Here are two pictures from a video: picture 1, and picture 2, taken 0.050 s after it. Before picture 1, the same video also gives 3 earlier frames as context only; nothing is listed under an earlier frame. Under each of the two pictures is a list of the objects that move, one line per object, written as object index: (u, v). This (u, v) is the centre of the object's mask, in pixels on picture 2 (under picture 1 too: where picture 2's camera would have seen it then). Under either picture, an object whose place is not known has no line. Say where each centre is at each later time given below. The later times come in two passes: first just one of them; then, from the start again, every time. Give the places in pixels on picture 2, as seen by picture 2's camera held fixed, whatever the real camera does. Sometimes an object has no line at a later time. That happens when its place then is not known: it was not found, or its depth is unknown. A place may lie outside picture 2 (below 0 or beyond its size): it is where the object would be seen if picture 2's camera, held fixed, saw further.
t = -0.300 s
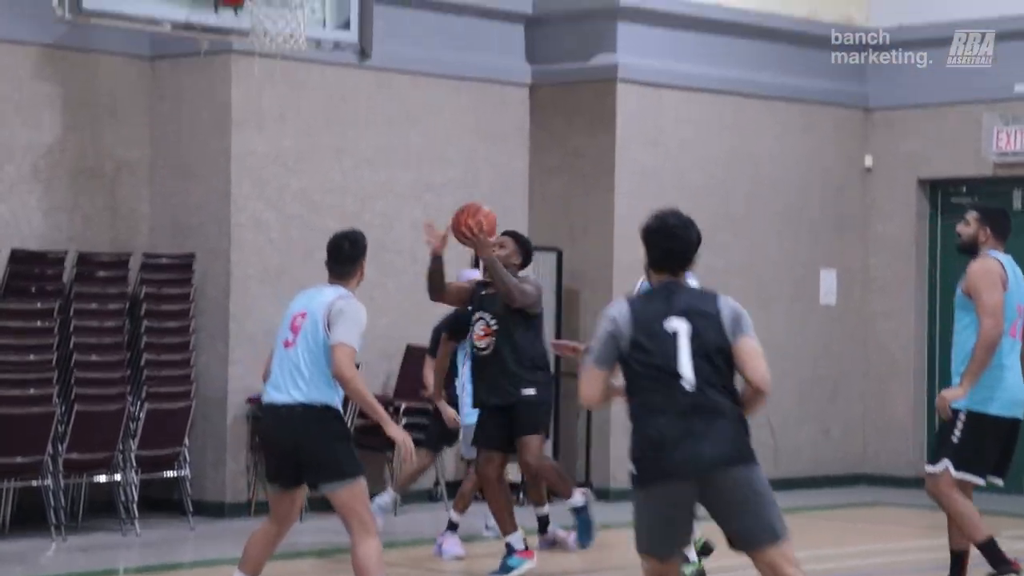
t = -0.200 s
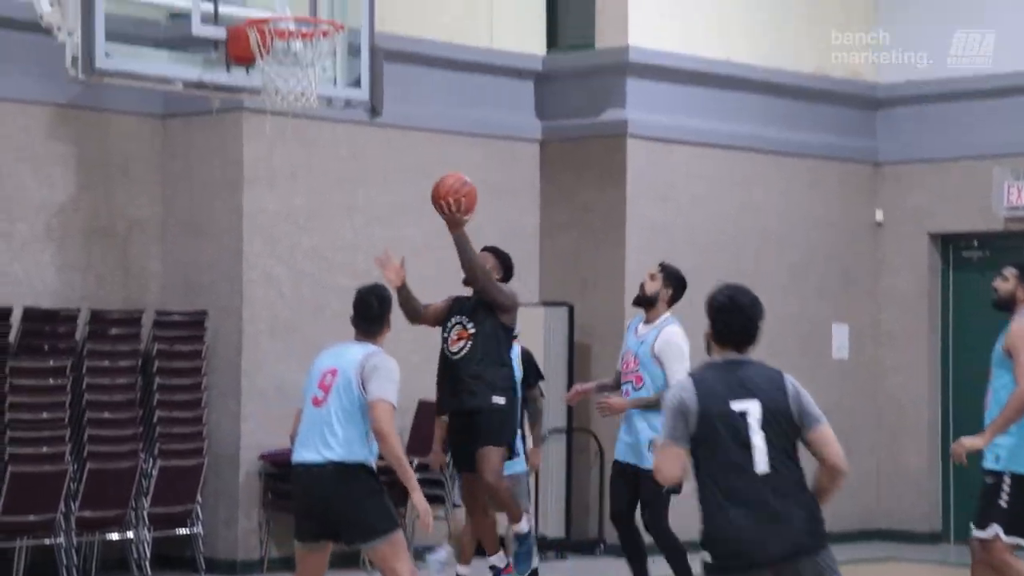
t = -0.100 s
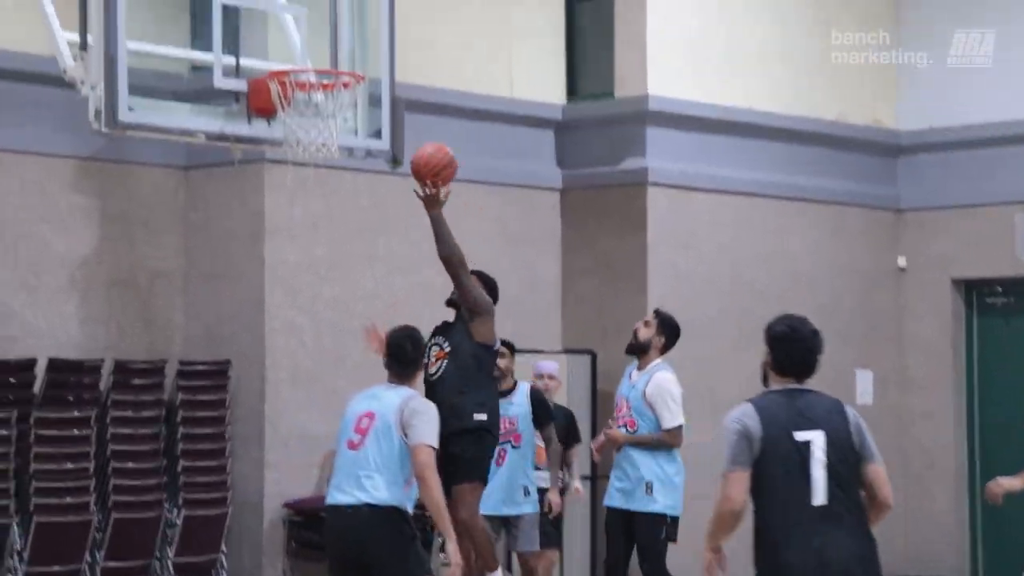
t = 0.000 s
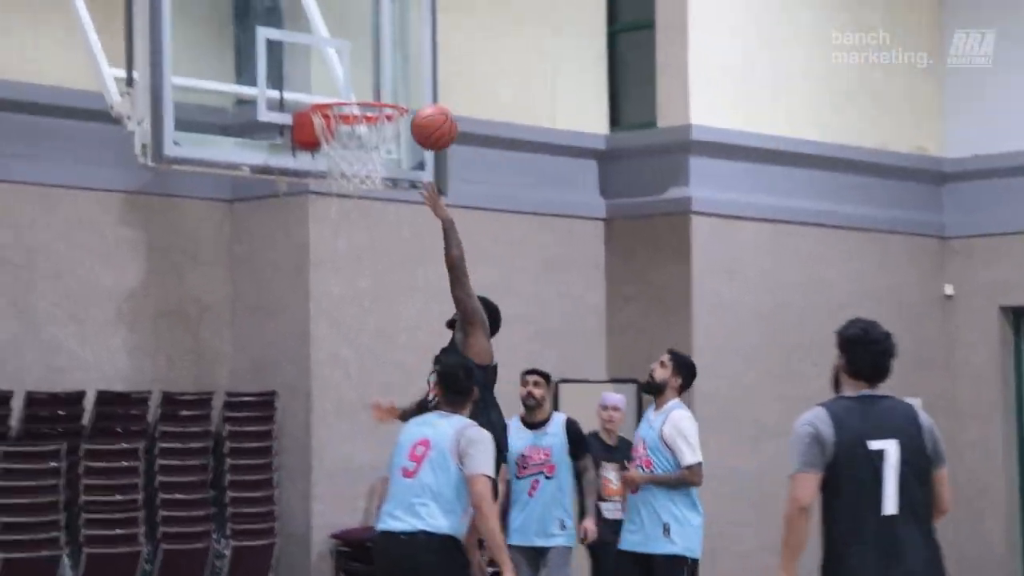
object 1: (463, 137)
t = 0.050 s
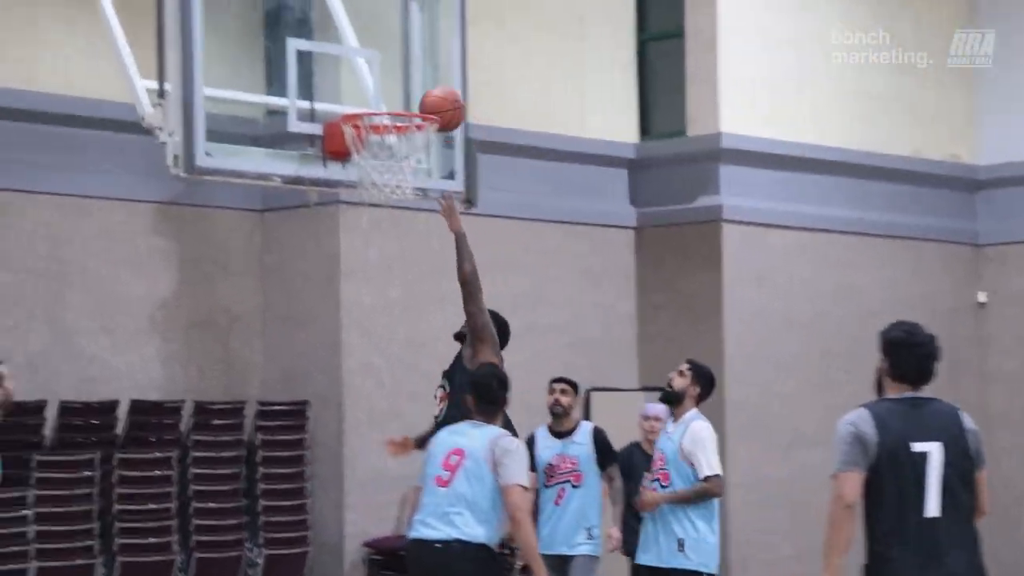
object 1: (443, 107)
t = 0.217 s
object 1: (405, 71)
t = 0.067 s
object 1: (435, 99)
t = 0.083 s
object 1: (427, 93)
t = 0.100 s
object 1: (420, 87)
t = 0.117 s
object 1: (413, 80)
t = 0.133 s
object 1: (408, 76)
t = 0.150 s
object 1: (408, 73)
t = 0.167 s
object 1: (407, 72)
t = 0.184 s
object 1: (407, 71)
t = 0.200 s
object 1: (406, 70)
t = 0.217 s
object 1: (405, 71)
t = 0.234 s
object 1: (405, 71)
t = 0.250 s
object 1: (404, 73)
